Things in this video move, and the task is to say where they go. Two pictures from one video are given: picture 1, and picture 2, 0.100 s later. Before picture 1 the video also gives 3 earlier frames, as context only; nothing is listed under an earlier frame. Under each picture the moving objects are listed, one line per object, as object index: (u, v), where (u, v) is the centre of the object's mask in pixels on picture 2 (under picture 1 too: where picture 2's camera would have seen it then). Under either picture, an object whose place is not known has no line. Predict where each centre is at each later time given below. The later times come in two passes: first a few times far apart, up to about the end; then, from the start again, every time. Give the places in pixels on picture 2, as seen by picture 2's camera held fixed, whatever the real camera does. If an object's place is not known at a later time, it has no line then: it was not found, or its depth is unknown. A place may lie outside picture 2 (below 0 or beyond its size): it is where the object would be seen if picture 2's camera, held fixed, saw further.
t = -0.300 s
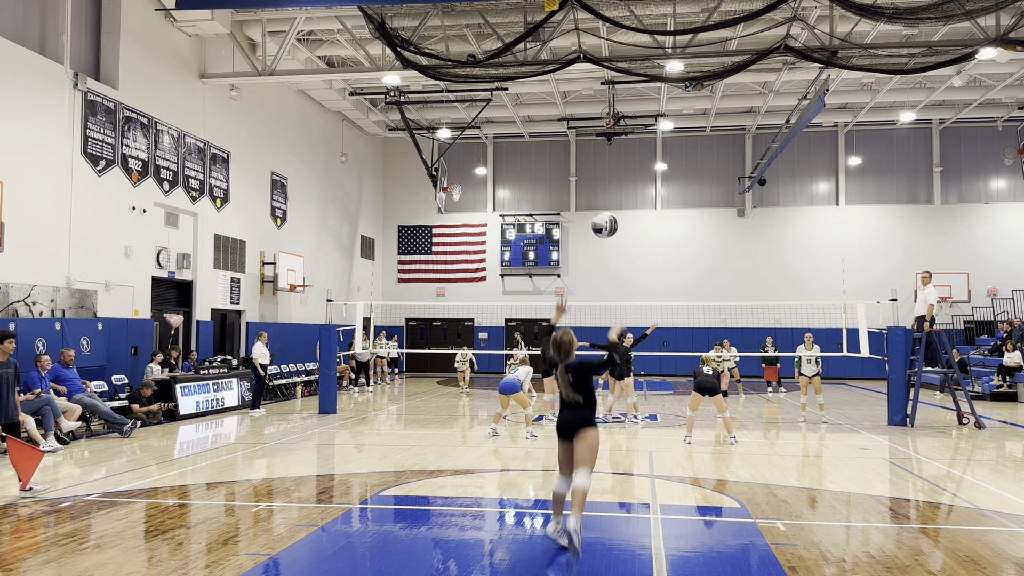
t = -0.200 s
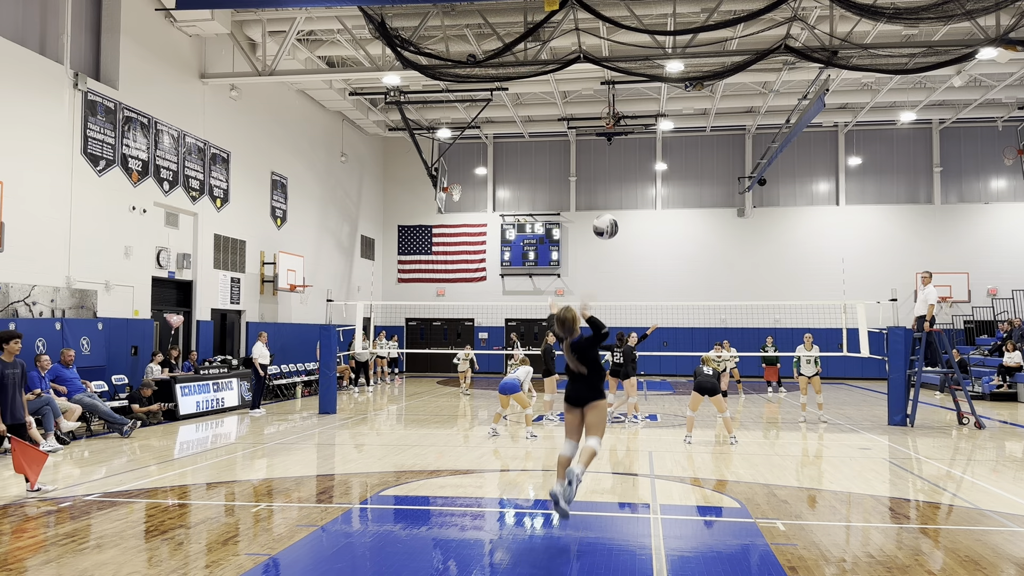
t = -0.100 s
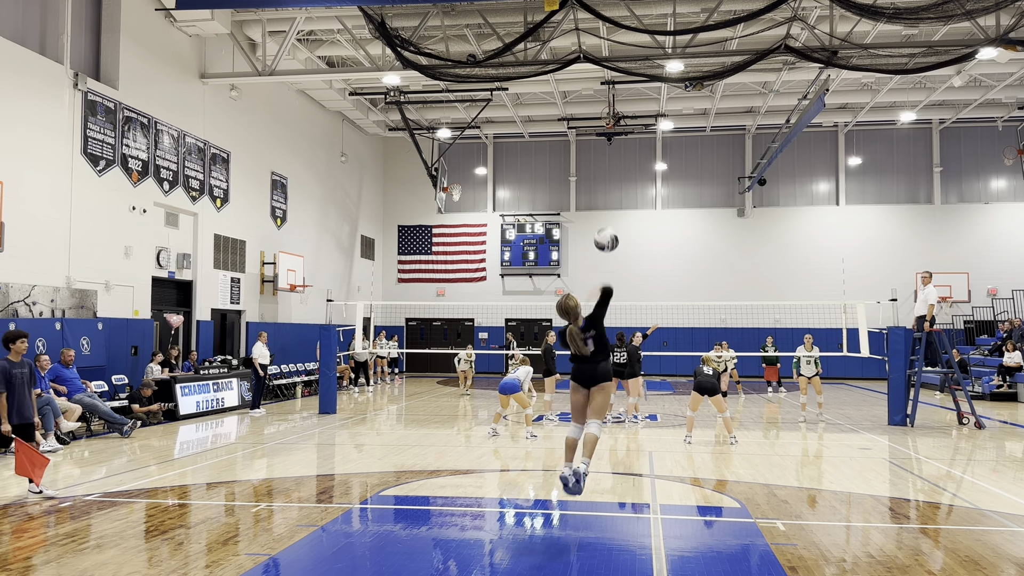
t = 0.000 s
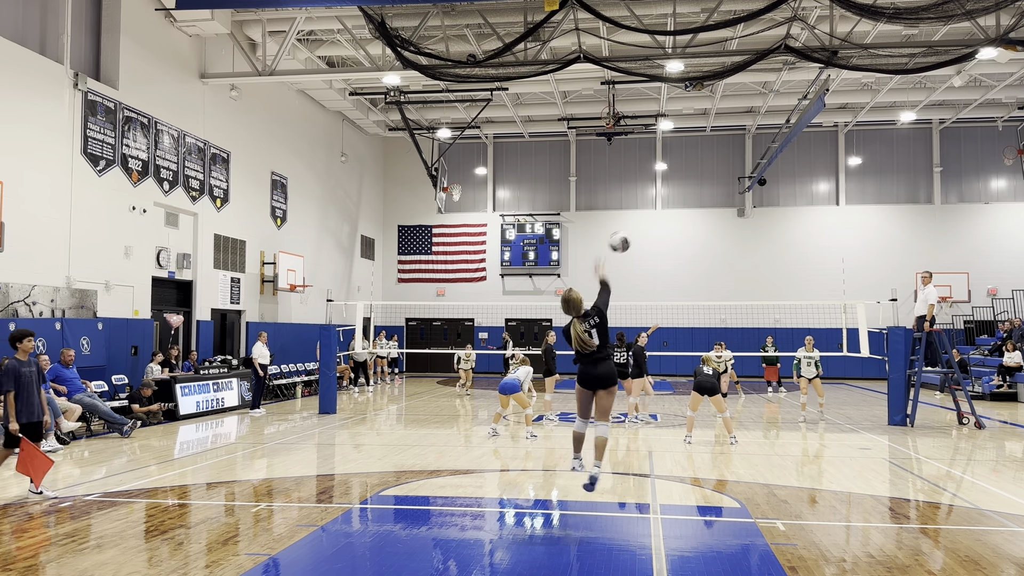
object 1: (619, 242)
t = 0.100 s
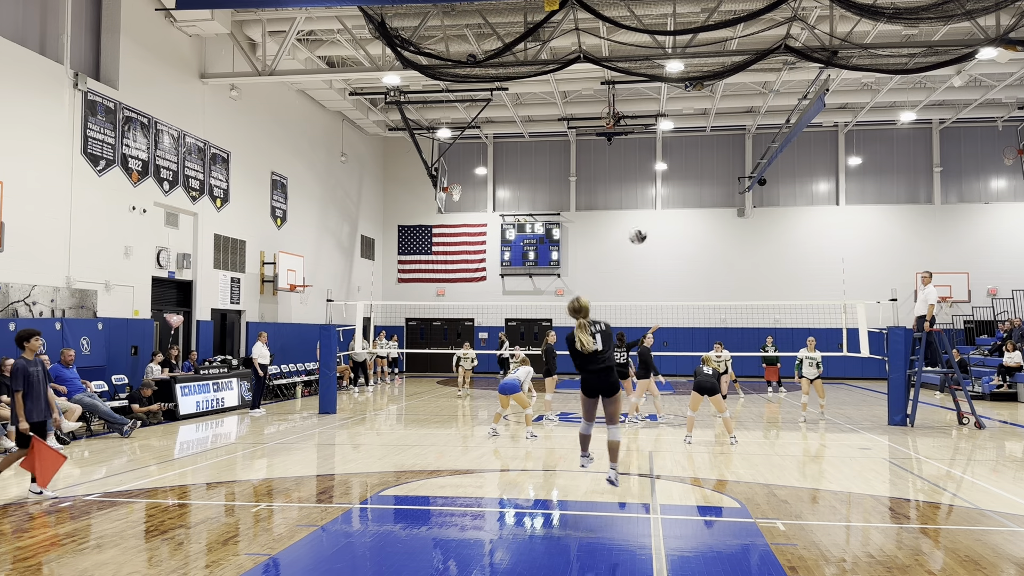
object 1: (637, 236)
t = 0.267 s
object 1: (662, 244)
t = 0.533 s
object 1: (689, 283)
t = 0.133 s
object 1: (643, 236)
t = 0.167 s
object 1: (648, 237)
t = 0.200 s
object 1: (653, 238)
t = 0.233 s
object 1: (658, 240)
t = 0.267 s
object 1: (662, 244)
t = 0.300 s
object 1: (666, 247)
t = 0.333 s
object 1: (670, 251)
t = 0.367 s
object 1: (674, 256)
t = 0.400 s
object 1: (677, 261)
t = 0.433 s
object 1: (680, 266)
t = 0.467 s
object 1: (683, 271)
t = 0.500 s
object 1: (686, 277)
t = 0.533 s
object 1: (689, 283)
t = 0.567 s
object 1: (691, 289)
